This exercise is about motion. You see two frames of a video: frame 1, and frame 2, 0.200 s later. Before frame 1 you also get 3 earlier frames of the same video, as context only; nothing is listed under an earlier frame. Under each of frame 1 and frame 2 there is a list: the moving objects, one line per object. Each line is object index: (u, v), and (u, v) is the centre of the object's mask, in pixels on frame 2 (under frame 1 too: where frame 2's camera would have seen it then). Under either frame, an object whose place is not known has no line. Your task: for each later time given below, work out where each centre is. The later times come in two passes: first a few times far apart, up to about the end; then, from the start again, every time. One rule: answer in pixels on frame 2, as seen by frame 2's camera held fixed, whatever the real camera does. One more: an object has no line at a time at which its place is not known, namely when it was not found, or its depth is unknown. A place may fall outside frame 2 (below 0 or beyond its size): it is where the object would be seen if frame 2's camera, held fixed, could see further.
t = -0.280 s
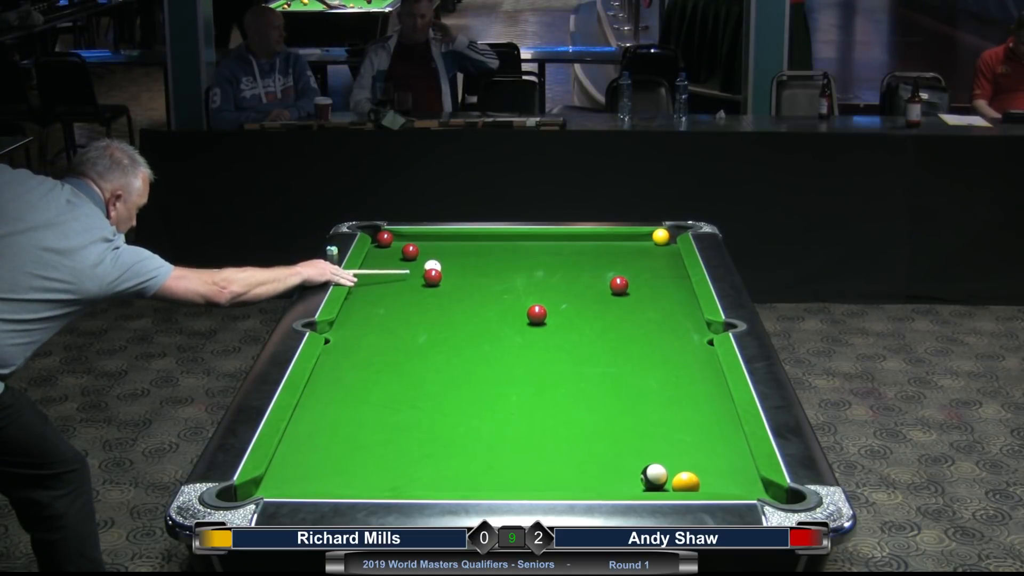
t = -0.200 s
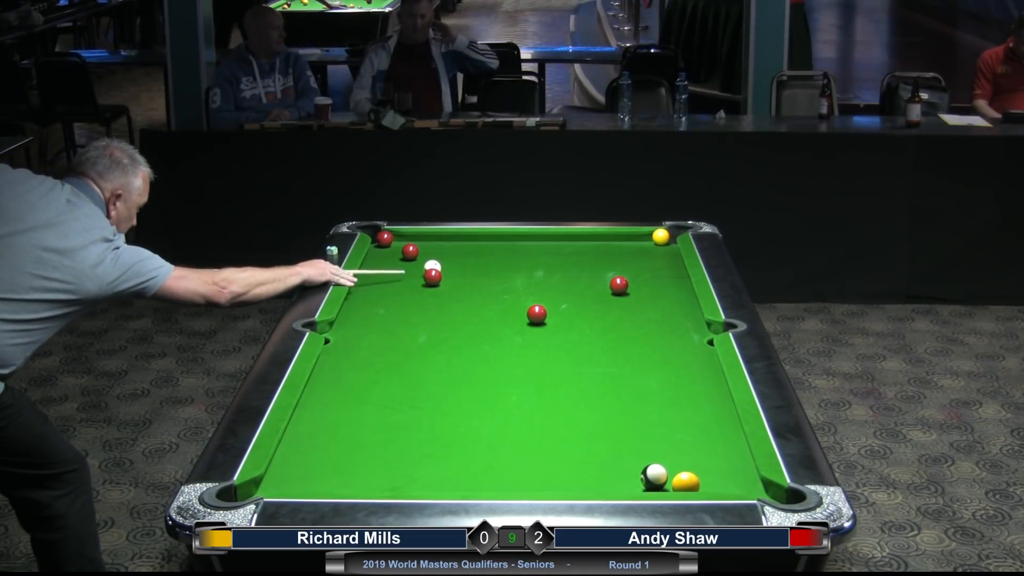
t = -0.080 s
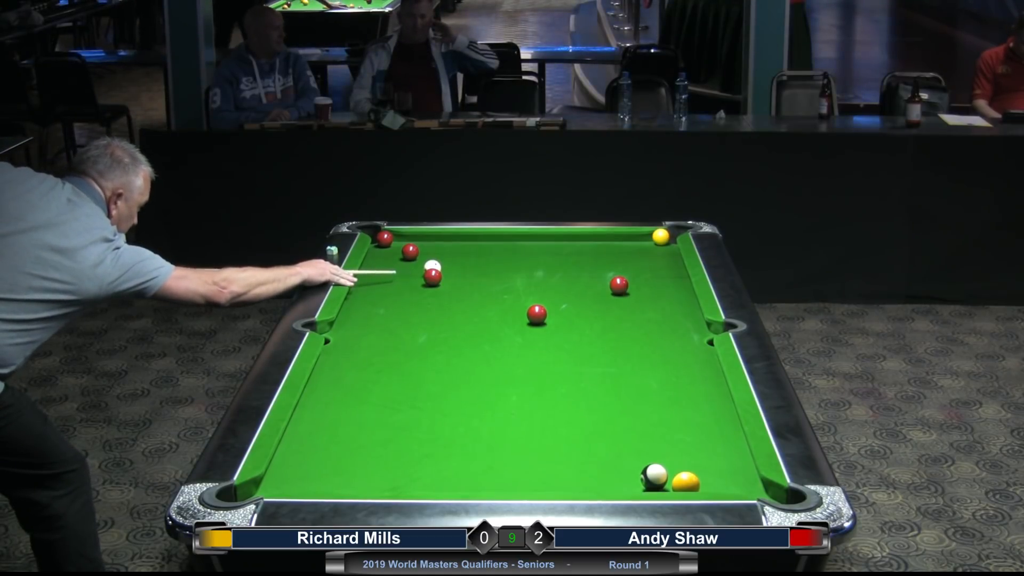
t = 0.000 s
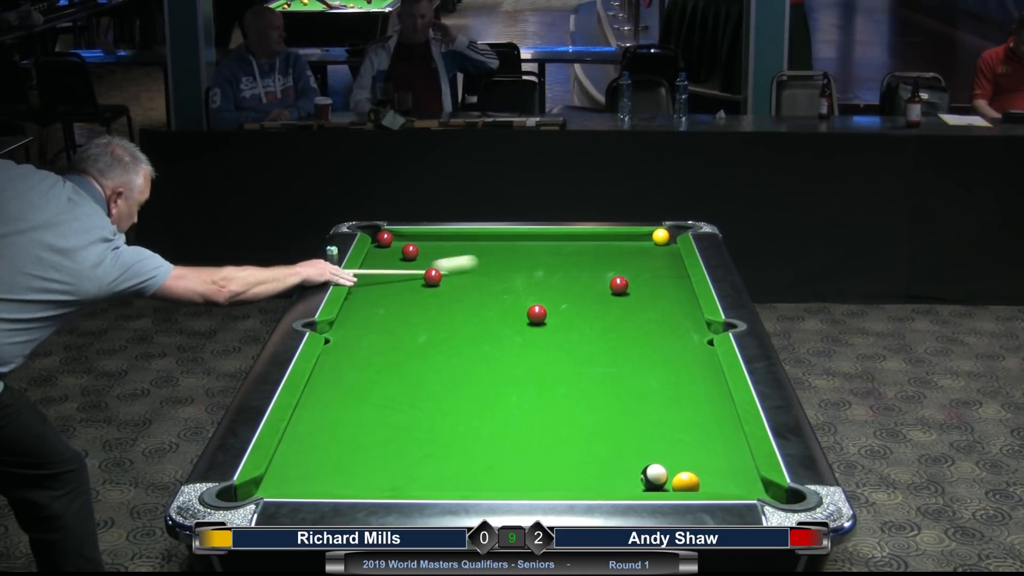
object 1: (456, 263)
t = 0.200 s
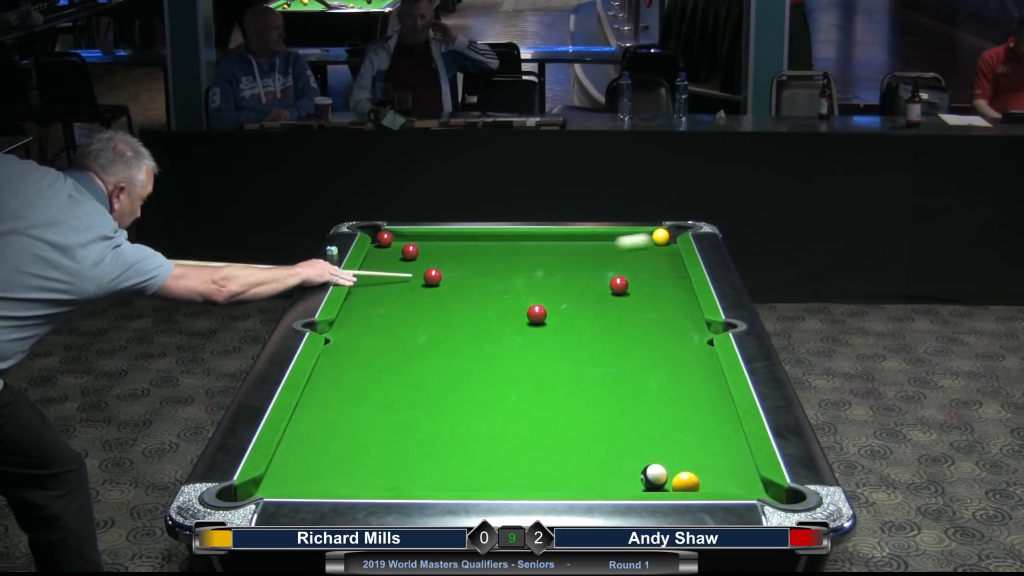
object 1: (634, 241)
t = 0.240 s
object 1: (651, 241)
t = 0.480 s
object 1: (672, 252)
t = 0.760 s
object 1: (664, 267)
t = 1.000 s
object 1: (657, 280)
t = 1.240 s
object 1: (650, 293)
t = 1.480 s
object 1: (643, 307)
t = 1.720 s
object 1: (635, 320)
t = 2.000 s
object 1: (626, 335)
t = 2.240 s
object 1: (618, 348)
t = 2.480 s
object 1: (609, 361)
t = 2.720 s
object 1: (600, 373)
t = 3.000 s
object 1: (590, 387)
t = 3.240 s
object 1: (581, 398)
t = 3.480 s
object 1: (573, 409)
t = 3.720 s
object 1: (565, 419)
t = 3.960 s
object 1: (557, 428)
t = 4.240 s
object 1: (548, 438)
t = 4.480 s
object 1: (542, 446)
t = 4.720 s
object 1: (536, 452)
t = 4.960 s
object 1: (531, 457)
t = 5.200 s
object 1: (527, 461)
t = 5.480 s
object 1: (523, 463)
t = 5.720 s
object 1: (522, 464)
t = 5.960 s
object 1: (522, 464)
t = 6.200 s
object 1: (522, 464)
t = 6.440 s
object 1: (522, 464)
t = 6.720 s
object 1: (522, 464)
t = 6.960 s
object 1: (522, 464)
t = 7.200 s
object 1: (522, 465)
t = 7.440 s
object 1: (522, 465)
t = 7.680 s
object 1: (522, 464)
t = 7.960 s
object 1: (522, 464)
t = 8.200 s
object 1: (522, 464)
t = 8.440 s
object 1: (522, 464)
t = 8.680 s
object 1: (522, 464)
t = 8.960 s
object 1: (522, 465)
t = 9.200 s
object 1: (522, 465)
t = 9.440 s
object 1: (522, 464)
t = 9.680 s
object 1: (522, 464)
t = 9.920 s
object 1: (522, 464)
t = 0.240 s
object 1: (651, 241)
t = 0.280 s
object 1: (656, 243)
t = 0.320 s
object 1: (659, 245)
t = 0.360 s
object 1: (663, 247)
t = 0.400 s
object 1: (666, 248)
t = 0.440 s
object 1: (670, 251)
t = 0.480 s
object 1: (672, 252)
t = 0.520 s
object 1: (670, 255)
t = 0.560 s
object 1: (669, 257)
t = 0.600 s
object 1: (668, 259)
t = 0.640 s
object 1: (667, 261)
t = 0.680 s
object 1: (666, 263)
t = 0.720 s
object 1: (665, 265)
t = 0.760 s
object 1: (664, 267)
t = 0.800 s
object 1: (663, 270)
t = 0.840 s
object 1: (662, 272)
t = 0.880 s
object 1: (661, 274)
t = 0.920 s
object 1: (660, 276)
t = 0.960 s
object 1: (659, 278)
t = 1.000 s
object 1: (657, 280)
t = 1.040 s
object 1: (656, 282)
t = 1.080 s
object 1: (655, 285)
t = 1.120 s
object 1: (654, 287)
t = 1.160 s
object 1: (653, 289)
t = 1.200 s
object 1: (652, 291)
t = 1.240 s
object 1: (650, 293)
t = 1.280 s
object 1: (649, 296)
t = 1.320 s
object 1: (648, 298)
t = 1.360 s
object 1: (647, 300)
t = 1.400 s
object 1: (645, 302)
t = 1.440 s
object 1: (644, 305)
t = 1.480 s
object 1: (643, 307)
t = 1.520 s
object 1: (642, 309)
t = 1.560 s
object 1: (640, 311)
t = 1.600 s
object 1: (639, 313)
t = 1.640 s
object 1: (638, 315)
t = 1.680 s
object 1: (637, 318)
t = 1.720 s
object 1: (635, 320)
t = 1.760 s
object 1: (634, 322)
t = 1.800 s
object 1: (633, 324)
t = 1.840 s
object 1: (631, 326)
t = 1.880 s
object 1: (630, 328)
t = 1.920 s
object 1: (629, 331)
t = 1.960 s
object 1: (627, 333)
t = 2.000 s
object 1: (626, 335)
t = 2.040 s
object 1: (625, 337)
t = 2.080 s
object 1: (623, 340)
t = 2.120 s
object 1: (622, 342)
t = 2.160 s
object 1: (621, 344)
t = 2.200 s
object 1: (619, 346)
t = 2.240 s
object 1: (618, 348)
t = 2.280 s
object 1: (617, 351)
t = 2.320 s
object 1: (615, 352)
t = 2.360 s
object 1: (614, 355)
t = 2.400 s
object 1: (612, 357)
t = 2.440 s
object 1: (610, 359)
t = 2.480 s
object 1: (609, 361)
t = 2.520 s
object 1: (608, 363)
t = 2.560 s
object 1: (606, 365)
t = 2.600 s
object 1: (604, 367)
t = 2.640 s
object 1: (603, 369)
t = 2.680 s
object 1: (601, 371)
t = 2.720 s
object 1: (600, 373)
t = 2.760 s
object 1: (599, 375)
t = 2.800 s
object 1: (598, 378)
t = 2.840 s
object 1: (596, 379)
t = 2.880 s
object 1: (594, 381)
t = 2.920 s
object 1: (593, 383)
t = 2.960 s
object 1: (591, 385)
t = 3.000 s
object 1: (590, 387)
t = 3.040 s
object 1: (588, 389)
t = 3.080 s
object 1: (587, 391)
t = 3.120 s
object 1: (586, 393)
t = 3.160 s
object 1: (584, 394)
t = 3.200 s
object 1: (583, 397)
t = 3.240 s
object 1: (581, 398)
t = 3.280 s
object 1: (580, 400)
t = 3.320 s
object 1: (578, 402)
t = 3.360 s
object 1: (577, 404)
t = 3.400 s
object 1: (576, 406)
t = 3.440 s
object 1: (575, 407)
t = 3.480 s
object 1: (573, 409)
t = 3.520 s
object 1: (572, 411)
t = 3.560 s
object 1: (571, 412)
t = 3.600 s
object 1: (569, 414)
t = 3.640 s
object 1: (568, 416)
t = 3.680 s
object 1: (566, 418)
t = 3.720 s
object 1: (565, 419)
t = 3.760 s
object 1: (564, 421)
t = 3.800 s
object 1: (562, 422)
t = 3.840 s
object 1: (561, 424)
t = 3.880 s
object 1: (560, 425)
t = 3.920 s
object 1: (558, 427)
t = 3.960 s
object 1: (557, 428)
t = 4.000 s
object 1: (556, 430)
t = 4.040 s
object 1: (555, 431)
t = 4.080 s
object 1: (553, 433)
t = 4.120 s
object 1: (552, 434)
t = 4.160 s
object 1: (551, 436)
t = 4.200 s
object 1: (550, 437)
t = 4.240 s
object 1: (548, 438)
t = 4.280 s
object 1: (547, 440)
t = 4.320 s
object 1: (546, 441)
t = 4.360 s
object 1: (545, 442)
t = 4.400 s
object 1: (544, 443)
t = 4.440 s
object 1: (543, 445)
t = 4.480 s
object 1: (542, 446)
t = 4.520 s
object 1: (541, 447)
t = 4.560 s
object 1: (540, 448)
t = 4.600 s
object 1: (539, 449)
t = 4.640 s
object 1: (538, 450)
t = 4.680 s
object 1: (537, 451)
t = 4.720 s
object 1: (536, 452)
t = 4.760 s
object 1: (535, 453)
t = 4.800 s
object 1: (534, 453)
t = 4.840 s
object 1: (533, 454)
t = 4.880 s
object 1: (532, 455)
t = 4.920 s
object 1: (531, 456)
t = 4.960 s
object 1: (531, 457)
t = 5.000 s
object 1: (530, 457)
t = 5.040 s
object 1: (529, 458)
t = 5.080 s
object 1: (528, 459)
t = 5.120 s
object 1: (528, 460)
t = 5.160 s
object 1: (527, 460)
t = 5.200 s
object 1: (527, 461)
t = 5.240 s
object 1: (526, 461)
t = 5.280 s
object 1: (526, 461)
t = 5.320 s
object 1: (525, 462)
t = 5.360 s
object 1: (525, 462)
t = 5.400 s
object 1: (524, 463)
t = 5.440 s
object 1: (524, 463)
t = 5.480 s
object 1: (523, 463)
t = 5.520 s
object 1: (523, 464)
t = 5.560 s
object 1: (523, 464)
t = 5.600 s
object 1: (523, 464)
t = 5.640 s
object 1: (522, 464)
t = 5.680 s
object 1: (522, 464)
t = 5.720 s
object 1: (522, 464)
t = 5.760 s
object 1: (522, 464)
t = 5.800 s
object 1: (522, 464)
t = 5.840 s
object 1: (522, 464)
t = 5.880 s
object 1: (522, 464)
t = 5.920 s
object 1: (522, 464)
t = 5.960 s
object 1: (522, 464)
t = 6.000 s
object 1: (522, 464)
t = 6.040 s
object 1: (522, 464)
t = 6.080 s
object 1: (522, 464)
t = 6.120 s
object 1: (522, 464)
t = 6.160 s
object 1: (522, 464)
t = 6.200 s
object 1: (522, 464)
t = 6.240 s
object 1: (522, 464)
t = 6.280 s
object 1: (522, 464)
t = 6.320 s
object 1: (522, 464)
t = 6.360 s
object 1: (522, 464)
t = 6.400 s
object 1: (522, 464)
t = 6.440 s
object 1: (522, 464)
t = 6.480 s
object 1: (522, 464)
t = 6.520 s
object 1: (522, 464)
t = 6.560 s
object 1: (522, 464)
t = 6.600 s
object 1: (522, 464)
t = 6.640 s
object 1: (522, 464)
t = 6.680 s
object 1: (522, 464)
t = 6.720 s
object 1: (522, 464)
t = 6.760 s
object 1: (522, 464)
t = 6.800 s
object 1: (522, 464)
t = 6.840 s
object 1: (522, 464)
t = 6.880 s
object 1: (522, 464)
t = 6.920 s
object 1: (522, 464)
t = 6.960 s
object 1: (522, 464)
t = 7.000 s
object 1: (522, 464)
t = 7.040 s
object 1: (522, 464)
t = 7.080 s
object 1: (522, 464)
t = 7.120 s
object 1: (522, 464)
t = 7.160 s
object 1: (522, 464)
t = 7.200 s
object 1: (522, 465)
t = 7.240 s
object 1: (522, 464)
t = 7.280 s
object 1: (522, 464)
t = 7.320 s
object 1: (522, 464)
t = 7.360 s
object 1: (522, 464)
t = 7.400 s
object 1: (522, 465)
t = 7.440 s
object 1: (522, 465)
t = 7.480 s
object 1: (522, 464)
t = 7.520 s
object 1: (522, 465)
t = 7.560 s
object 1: (522, 465)
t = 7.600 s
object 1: (522, 464)
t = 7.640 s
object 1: (522, 464)
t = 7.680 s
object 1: (522, 464)
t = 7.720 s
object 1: (522, 464)
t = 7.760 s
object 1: (522, 465)
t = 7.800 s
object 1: (522, 464)
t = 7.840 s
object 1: (522, 465)
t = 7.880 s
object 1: (522, 465)
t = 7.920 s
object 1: (522, 464)
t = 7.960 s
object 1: (522, 464)
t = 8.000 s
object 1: (522, 464)
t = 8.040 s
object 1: (522, 464)
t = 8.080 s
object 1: (522, 464)
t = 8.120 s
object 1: (522, 464)
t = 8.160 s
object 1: (522, 464)
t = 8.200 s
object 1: (522, 464)
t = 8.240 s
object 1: (522, 464)
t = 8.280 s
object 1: (522, 464)
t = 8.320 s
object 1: (522, 465)
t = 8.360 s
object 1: (522, 465)
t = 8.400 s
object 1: (522, 464)
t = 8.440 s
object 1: (522, 464)
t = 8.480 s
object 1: (522, 464)
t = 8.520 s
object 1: (522, 464)
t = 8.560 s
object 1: (522, 465)
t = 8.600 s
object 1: (522, 464)
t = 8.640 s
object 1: (522, 464)
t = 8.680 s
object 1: (522, 464)
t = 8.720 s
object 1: (522, 464)
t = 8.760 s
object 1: (522, 464)
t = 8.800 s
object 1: (522, 464)
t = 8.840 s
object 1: (522, 465)
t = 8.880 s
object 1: (522, 465)
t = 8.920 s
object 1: (522, 465)
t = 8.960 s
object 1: (522, 465)
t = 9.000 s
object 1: (522, 465)
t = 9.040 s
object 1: (522, 465)
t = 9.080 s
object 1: (522, 465)
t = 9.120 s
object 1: (522, 465)
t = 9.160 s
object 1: (522, 465)
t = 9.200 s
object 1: (522, 465)
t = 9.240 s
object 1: (522, 465)
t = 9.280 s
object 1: (522, 465)
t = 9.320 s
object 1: (522, 465)
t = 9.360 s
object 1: (522, 464)
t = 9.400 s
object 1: (522, 464)
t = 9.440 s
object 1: (522, 464)
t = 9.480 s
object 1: (522, 464)
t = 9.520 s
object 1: (522, 464)
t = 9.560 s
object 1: (522, 464)
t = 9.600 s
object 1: (522, 464)
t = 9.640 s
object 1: (522, 464)
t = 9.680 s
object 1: (522, 464)
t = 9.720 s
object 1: (522, 464)
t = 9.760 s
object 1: (522, 464)
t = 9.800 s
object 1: (522, 464)
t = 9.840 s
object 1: (522, 464)
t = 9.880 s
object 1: (522, 464)
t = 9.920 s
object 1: (522, 464)
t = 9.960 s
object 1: (522, 464)
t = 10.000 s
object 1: (522, 465)
